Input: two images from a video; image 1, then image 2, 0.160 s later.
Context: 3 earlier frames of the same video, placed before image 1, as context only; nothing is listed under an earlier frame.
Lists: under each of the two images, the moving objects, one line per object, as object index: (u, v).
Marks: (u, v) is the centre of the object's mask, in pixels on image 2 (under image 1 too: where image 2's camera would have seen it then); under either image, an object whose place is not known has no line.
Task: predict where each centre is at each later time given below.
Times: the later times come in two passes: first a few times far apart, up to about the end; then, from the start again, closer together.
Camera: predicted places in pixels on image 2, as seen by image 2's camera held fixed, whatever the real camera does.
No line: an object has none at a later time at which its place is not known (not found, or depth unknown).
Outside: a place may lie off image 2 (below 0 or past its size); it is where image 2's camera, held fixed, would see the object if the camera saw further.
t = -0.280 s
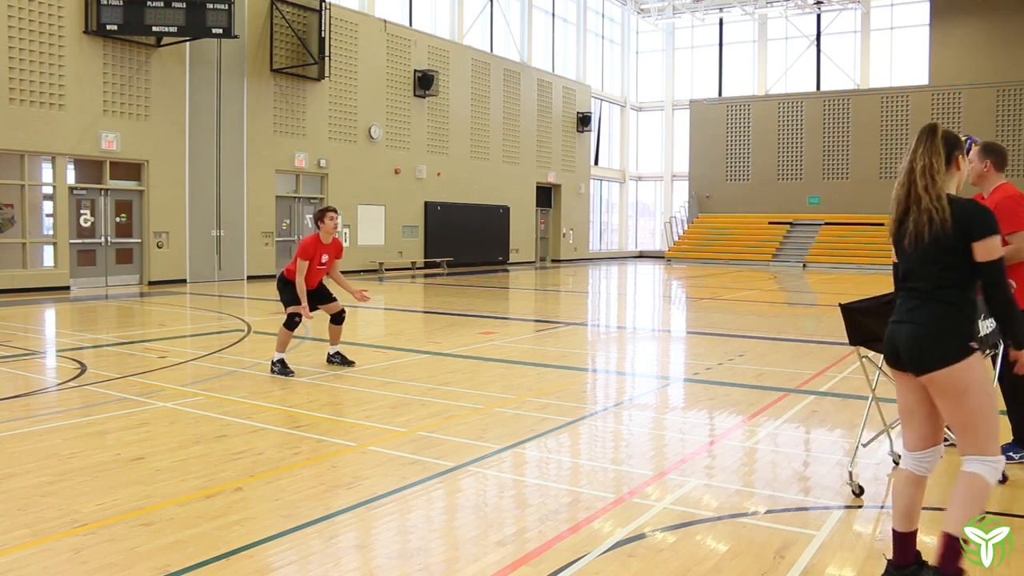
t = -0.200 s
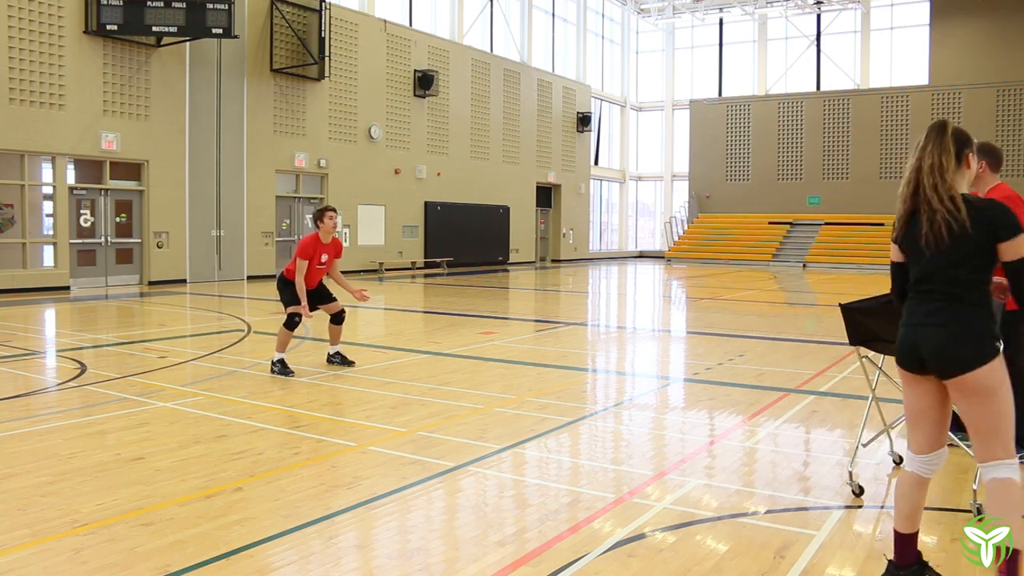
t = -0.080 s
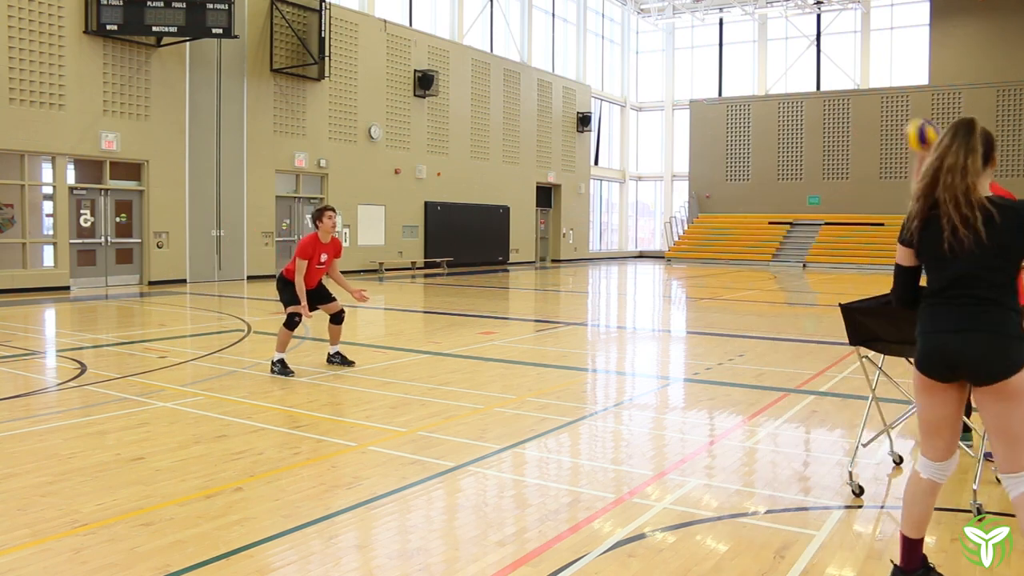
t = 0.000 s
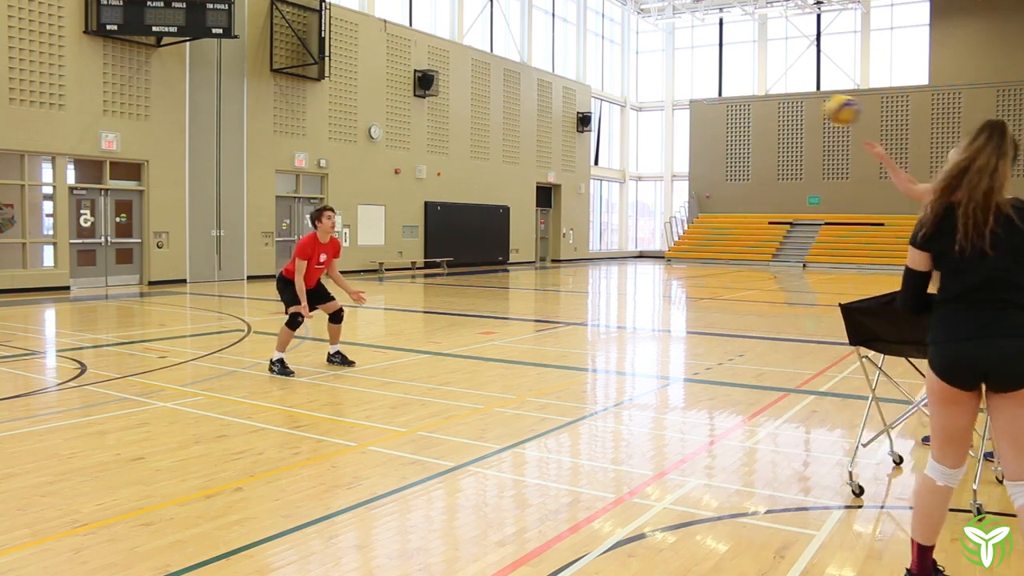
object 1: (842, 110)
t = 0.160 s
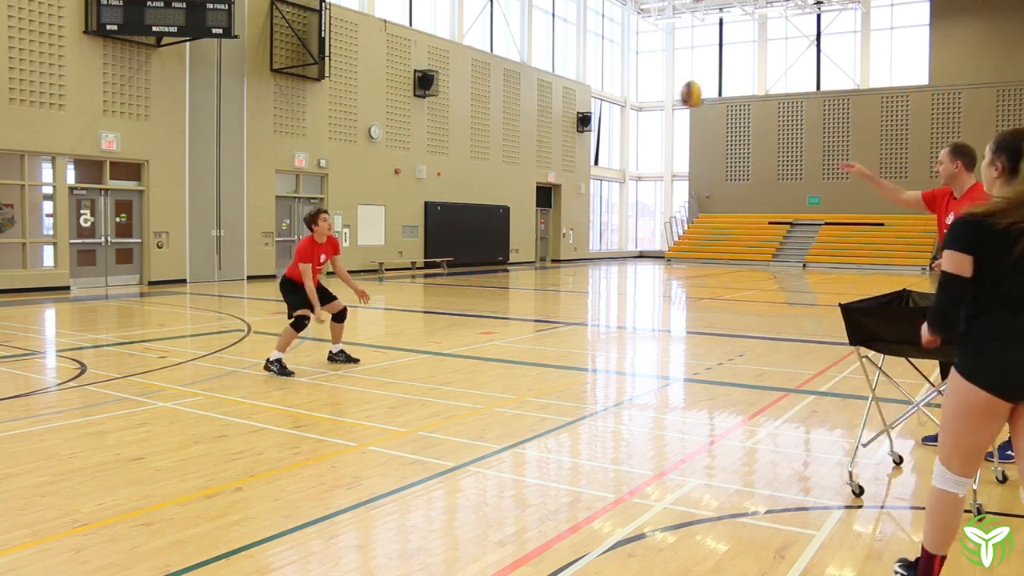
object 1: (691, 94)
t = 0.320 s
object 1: (570, 110)
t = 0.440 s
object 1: (494, 139)
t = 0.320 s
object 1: (570, 110)
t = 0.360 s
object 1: (543, 118)
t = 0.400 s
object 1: (517, 128)
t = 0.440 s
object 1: (494, 139)
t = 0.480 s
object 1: (471, 150)
